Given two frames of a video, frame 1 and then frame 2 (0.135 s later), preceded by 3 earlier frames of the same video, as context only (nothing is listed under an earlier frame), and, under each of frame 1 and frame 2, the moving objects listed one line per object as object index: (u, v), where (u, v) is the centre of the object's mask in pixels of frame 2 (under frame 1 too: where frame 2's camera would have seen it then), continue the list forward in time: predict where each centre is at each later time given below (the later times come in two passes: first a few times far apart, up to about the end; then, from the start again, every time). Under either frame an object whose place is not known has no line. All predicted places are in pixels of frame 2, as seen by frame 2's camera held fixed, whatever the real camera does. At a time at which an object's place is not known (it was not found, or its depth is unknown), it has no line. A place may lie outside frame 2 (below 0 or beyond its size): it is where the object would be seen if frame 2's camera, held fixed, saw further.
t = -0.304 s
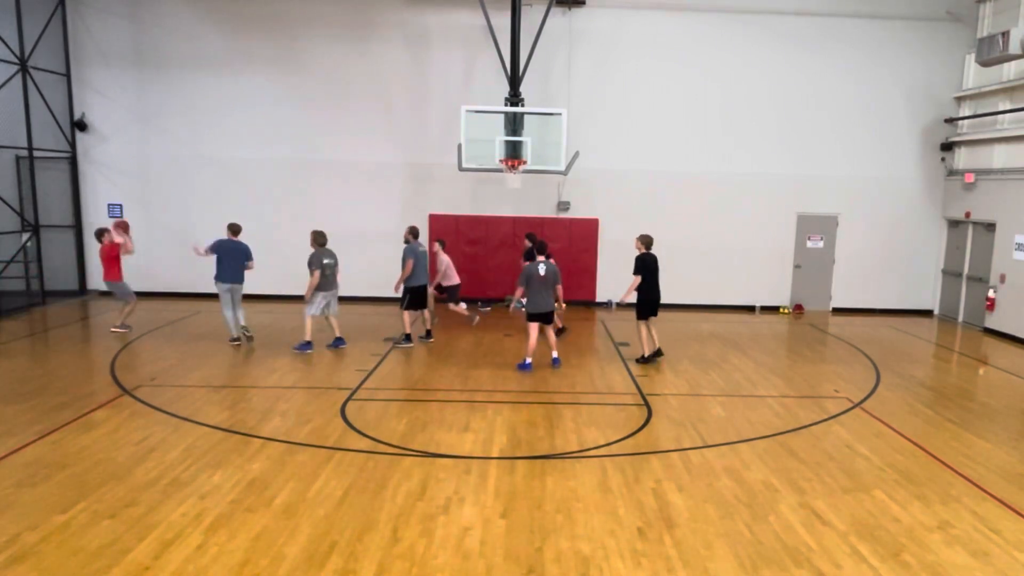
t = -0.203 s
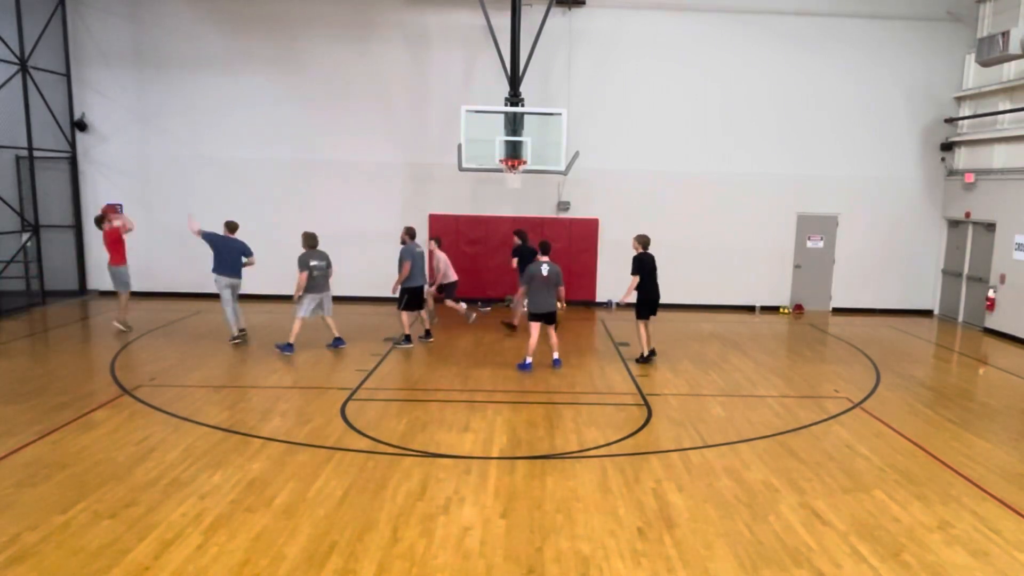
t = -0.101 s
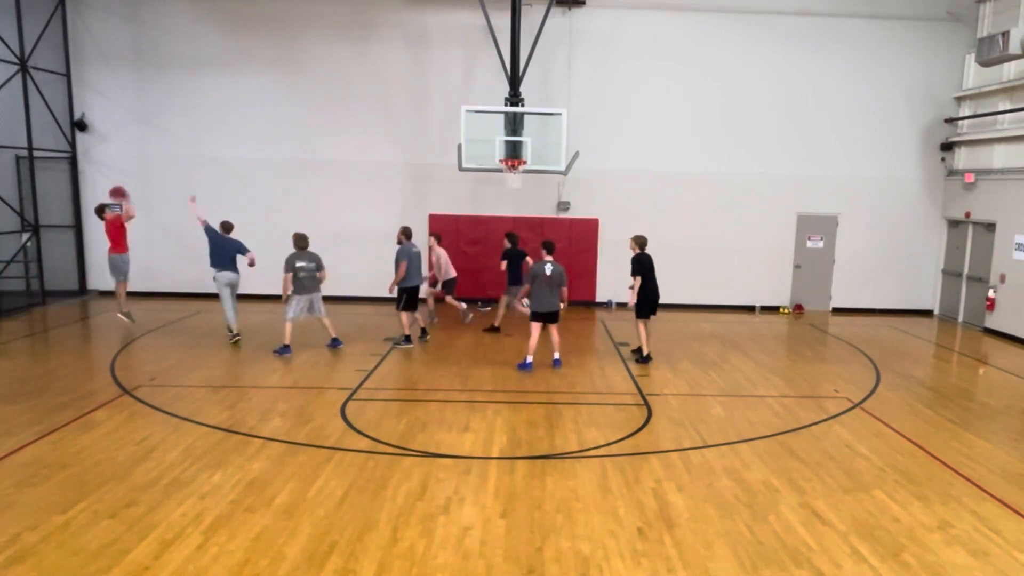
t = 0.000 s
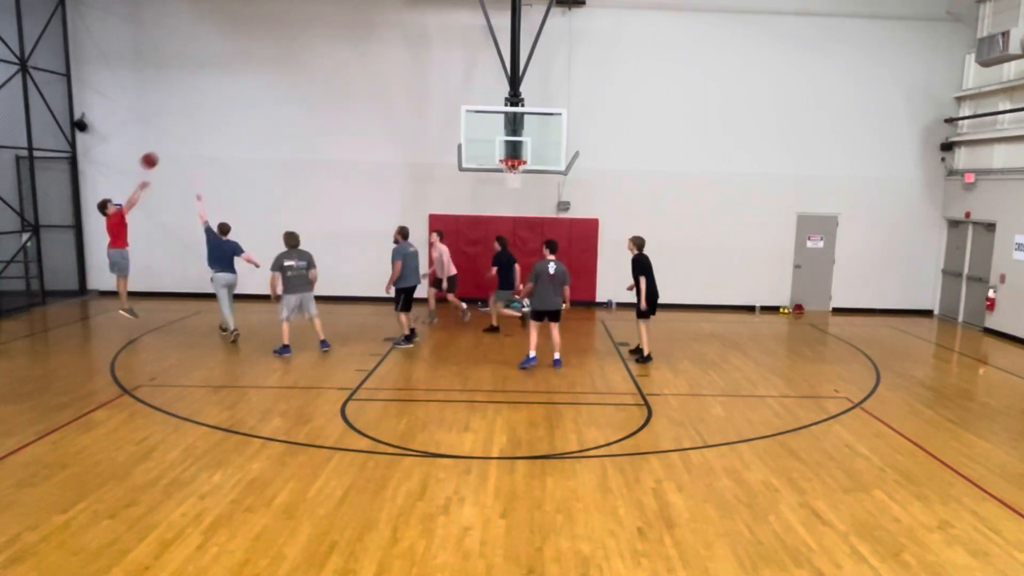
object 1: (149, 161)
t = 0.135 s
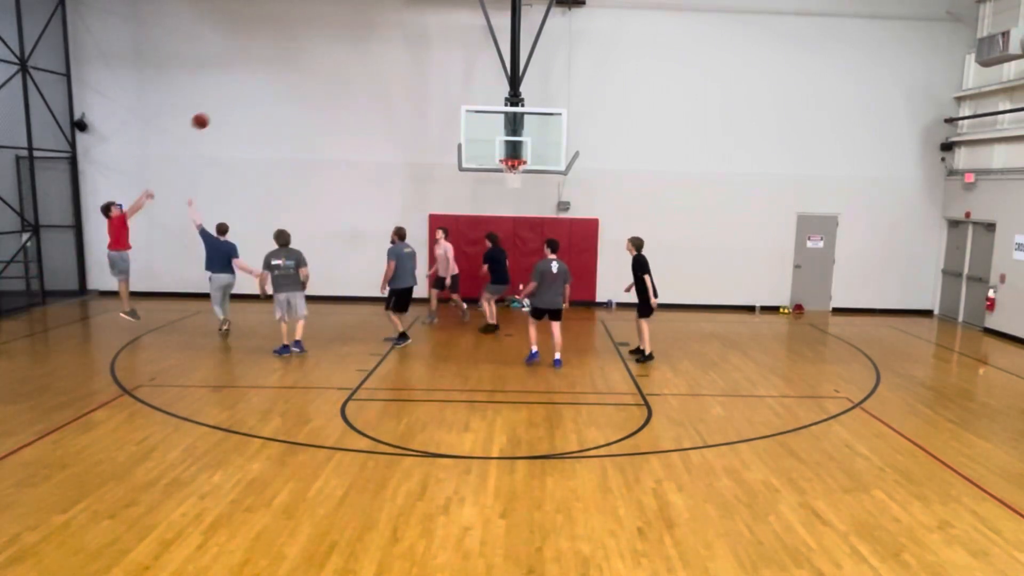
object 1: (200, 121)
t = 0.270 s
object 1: (251, 93)
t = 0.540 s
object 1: (349, 73)
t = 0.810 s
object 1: (441, 95)
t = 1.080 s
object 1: (519, 149)
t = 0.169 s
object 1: (213, 113)
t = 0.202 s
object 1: (226, 106)
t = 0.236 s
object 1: (239, 99)
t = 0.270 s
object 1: (251, 93)
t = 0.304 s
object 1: (264, 88)
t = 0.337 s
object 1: (276, 84)
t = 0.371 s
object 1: (288, 80)
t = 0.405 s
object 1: (300, 77)
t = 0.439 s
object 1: (313, 75)
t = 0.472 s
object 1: (325, 74)
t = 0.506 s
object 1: (337, 73)
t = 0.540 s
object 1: (349, 73)
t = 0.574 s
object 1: (361, 73)
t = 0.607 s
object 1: (372, 74)
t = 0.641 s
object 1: (384, 76)
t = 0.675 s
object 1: (395, 79)
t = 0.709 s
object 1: (407, 82)
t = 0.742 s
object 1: (418, 86)
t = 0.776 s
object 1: (429, 90)
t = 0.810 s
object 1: (441, 95)
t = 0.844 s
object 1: (452, 100)
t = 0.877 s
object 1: (463, 106)
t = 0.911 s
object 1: (473, 114)
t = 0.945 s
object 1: (484, 120)
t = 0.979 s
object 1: (494, 128)
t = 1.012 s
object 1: (504, 135)
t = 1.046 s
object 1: (511, 143)
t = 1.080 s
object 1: (519, 149)
